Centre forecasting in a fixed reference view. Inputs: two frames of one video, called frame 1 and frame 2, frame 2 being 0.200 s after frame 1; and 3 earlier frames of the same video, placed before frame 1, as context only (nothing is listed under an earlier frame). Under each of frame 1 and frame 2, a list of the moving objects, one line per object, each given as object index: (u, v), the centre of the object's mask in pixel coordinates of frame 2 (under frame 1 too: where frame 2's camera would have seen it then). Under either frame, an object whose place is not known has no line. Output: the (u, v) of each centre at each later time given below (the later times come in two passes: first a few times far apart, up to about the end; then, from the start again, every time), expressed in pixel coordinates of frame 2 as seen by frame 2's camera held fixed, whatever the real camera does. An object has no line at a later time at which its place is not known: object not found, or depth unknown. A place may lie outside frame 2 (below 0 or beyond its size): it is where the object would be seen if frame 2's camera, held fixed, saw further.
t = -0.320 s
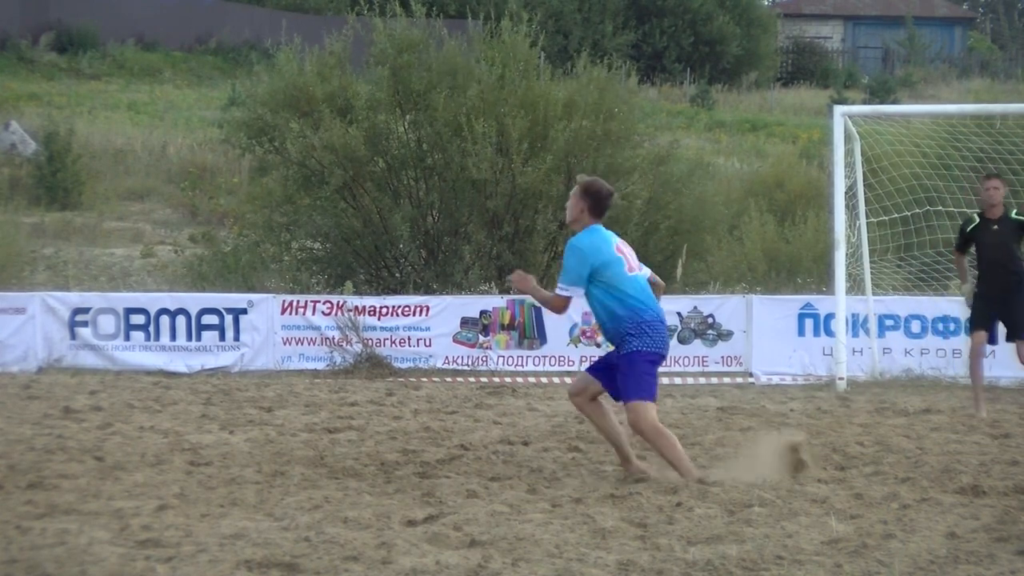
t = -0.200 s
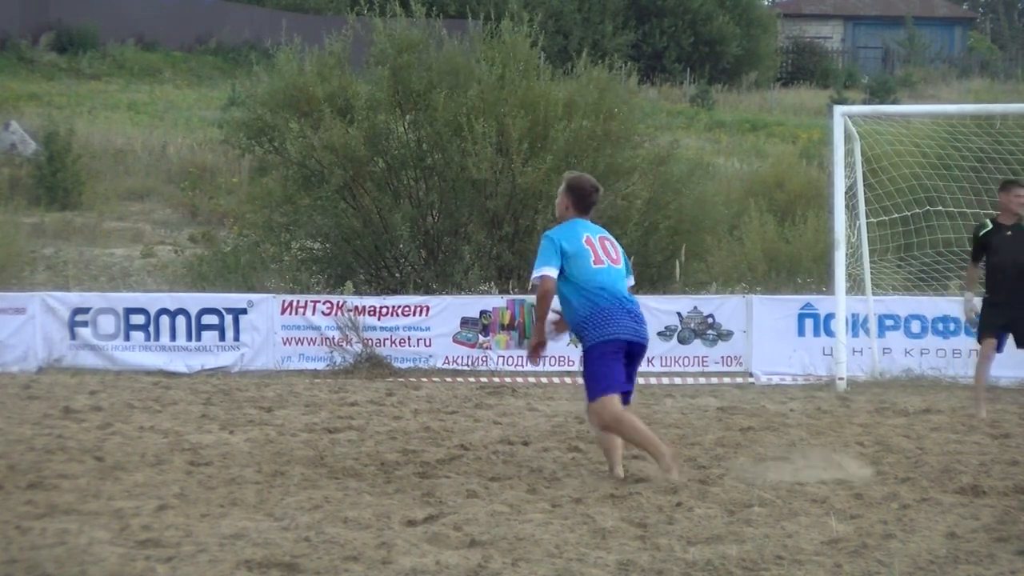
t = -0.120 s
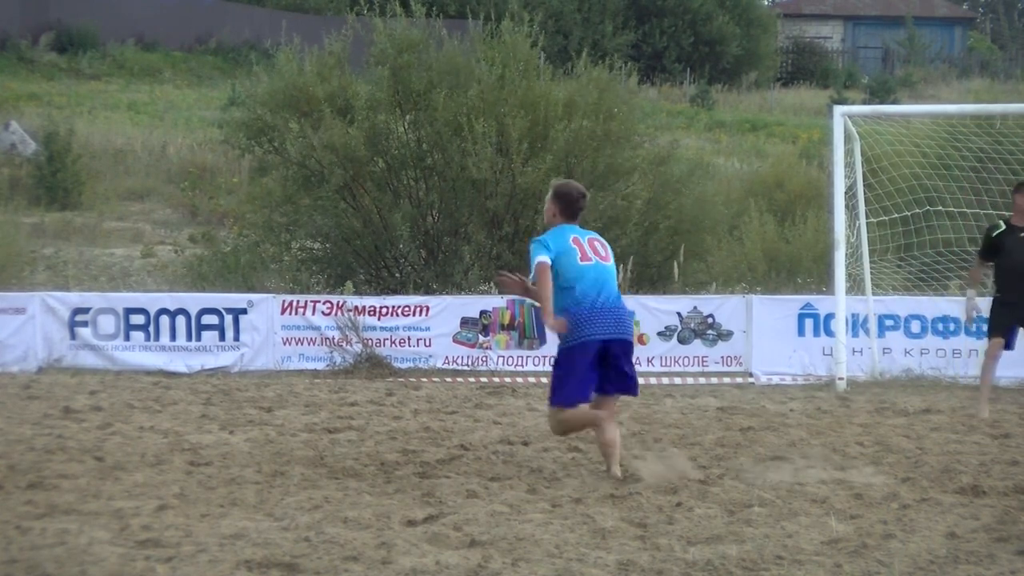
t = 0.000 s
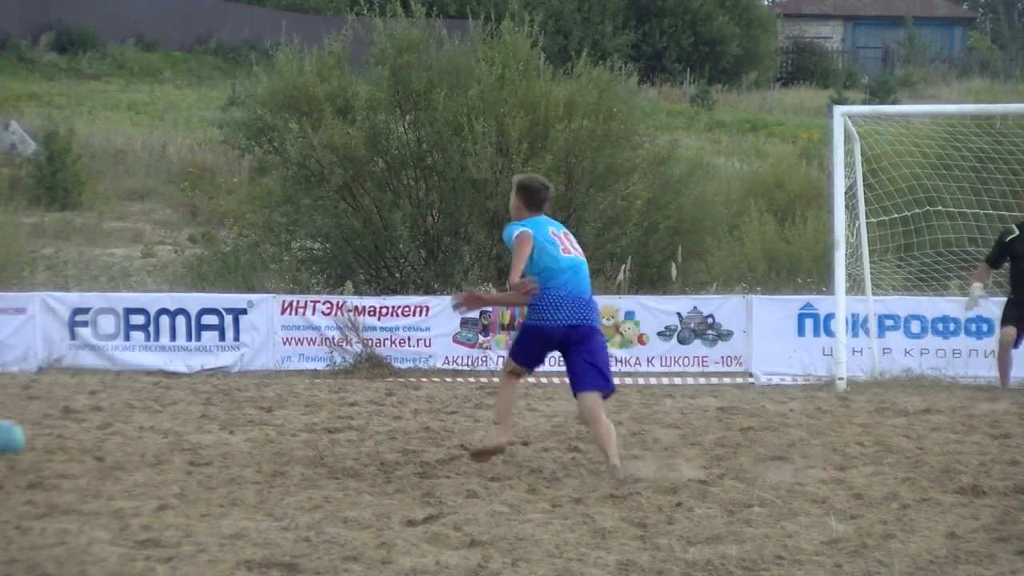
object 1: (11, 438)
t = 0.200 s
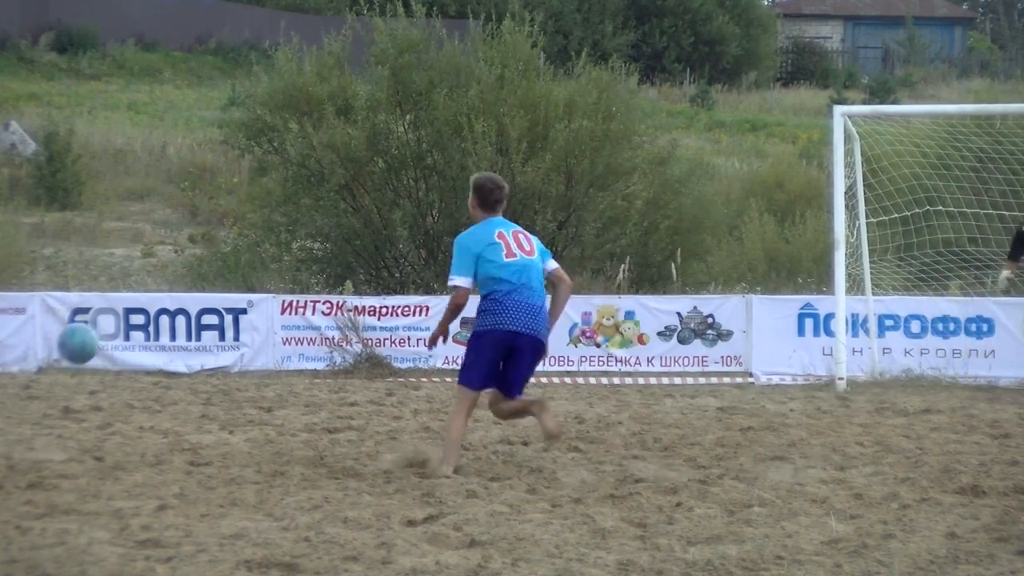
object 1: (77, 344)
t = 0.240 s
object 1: (92, 334)
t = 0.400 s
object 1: (148, 325)
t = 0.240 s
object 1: (92, 334)
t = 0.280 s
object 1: (107, 327)
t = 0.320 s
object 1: (121, 324)
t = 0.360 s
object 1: (134, 323)
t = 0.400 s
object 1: (148, 325)
